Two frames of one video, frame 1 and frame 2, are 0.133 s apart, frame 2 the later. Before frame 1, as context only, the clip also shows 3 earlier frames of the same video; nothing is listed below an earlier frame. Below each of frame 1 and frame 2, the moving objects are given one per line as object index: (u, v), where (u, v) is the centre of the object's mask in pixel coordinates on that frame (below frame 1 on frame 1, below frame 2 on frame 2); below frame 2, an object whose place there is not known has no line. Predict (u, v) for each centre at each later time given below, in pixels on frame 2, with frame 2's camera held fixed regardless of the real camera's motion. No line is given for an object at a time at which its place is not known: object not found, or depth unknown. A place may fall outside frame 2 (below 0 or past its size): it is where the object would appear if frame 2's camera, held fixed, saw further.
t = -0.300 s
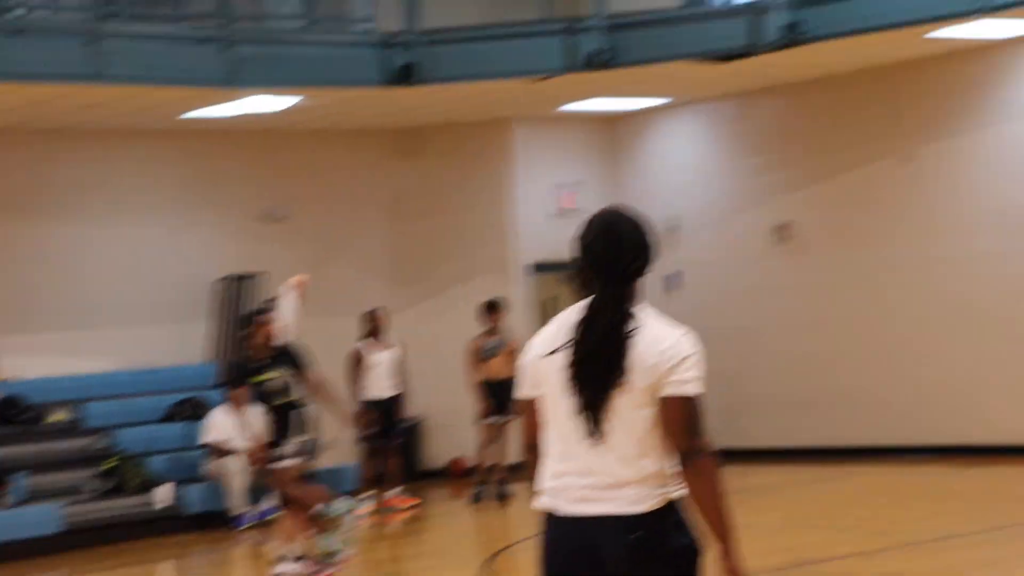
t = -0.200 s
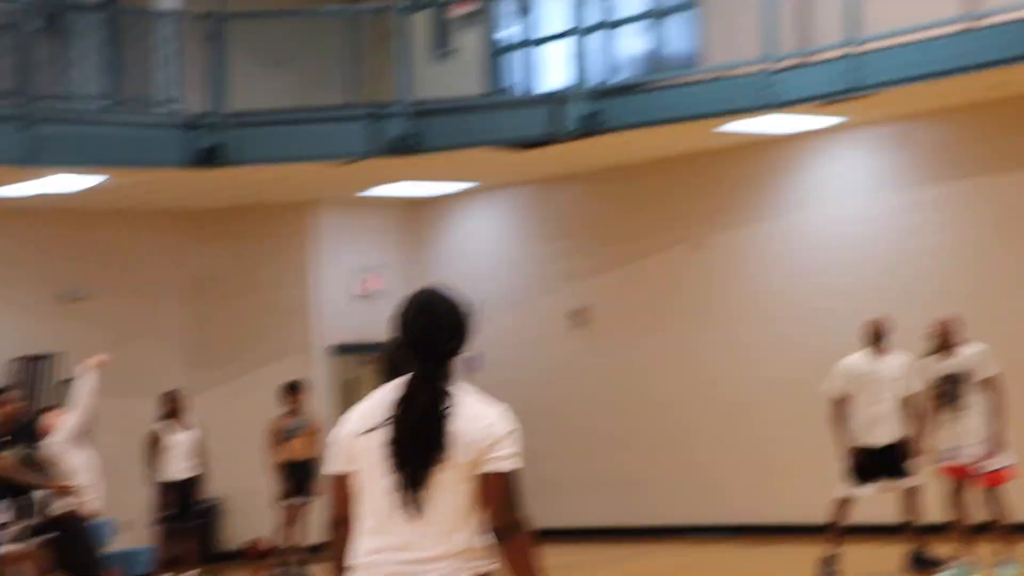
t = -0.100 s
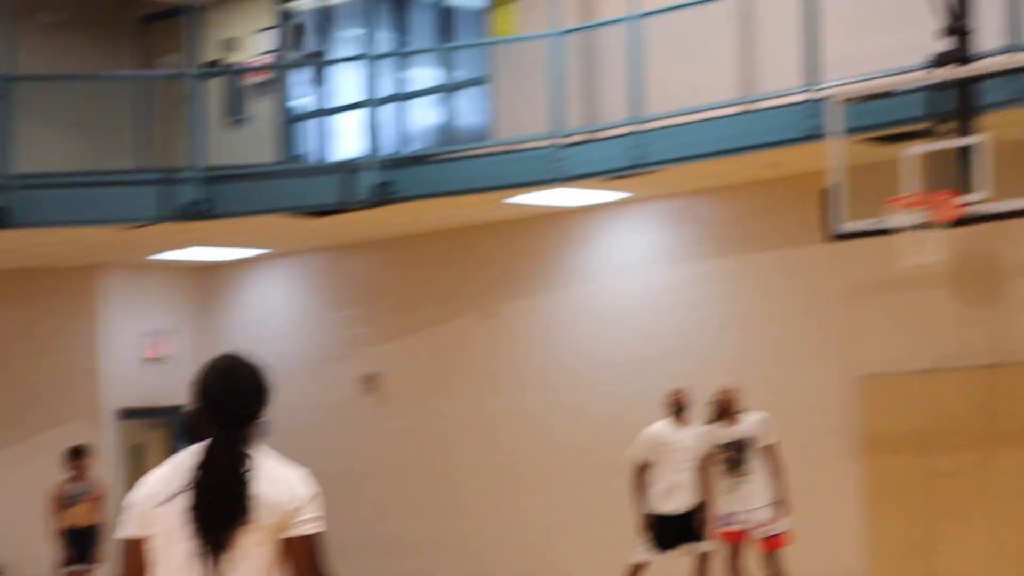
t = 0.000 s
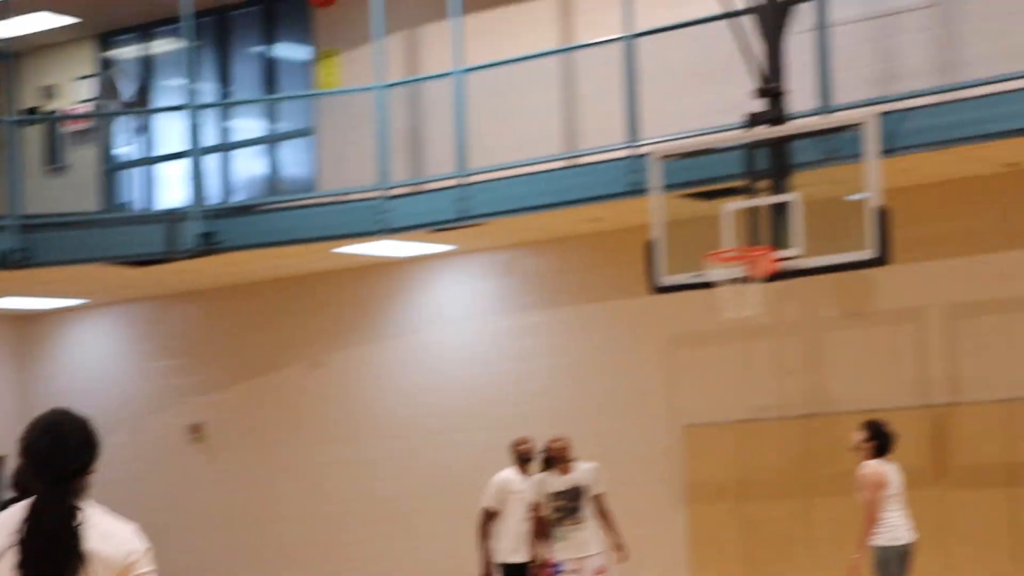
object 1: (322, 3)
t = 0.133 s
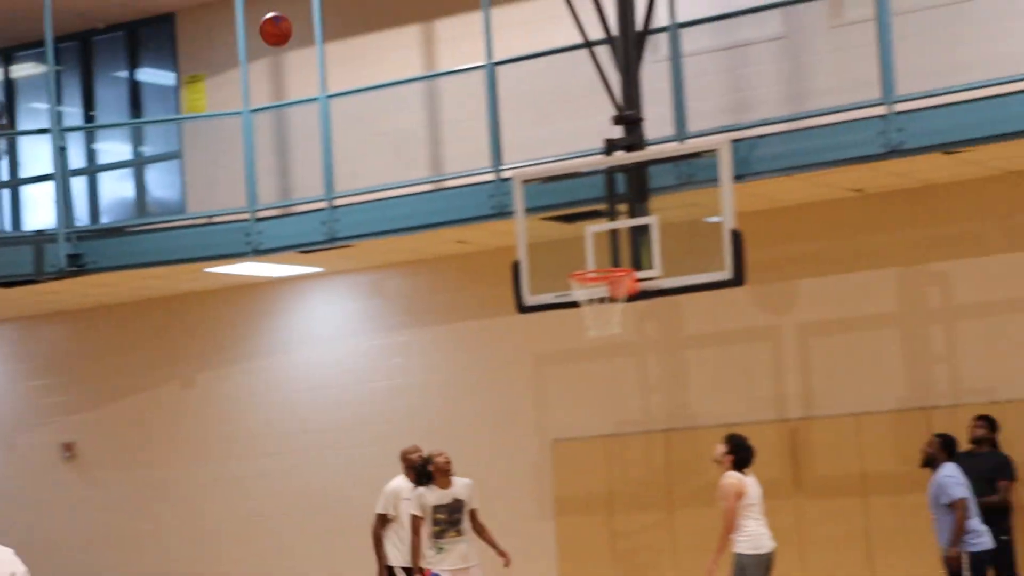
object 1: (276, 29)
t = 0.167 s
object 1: (297, 36)
